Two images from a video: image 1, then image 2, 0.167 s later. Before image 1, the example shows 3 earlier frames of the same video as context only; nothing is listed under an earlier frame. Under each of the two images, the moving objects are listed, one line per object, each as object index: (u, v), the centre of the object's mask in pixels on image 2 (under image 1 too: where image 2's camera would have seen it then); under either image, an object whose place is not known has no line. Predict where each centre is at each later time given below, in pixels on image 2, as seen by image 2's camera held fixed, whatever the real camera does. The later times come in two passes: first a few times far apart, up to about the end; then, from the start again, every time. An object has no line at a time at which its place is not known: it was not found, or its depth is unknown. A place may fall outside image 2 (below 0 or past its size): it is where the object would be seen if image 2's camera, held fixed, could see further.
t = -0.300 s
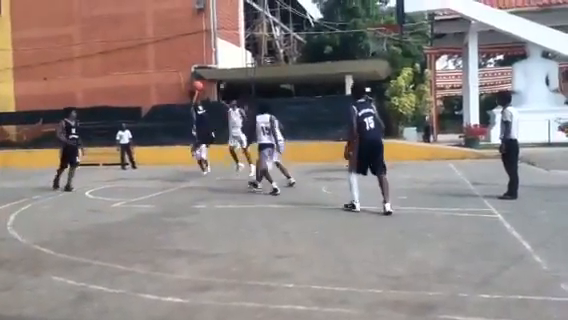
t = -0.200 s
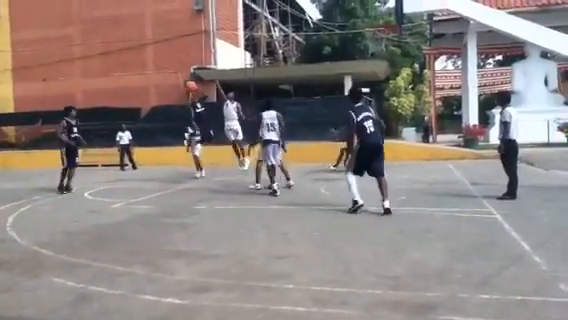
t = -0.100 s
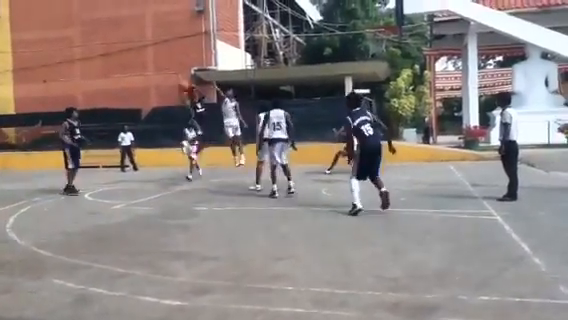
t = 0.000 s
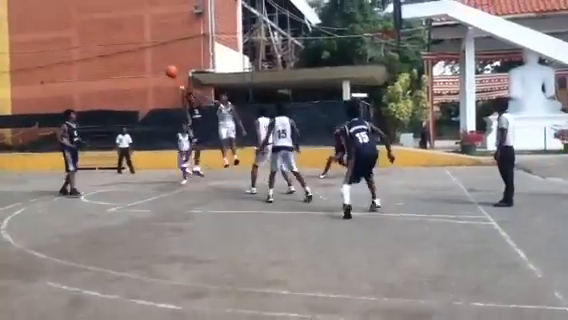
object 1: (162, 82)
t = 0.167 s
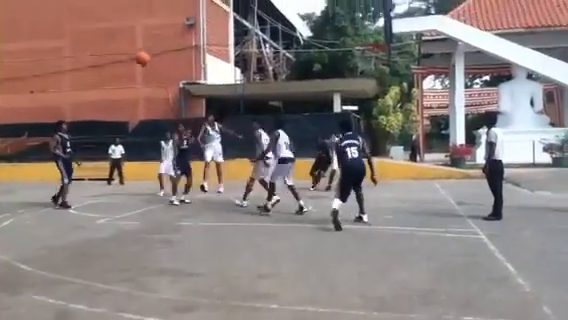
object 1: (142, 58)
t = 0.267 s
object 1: (128, 49)
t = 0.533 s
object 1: (79, 54)
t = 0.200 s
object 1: (137, 55)
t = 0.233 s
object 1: (133, 52)
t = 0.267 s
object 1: (128, 49)
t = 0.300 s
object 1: (122, 47)
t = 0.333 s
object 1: (118, 46)
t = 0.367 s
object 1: (112, 46)
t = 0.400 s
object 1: (106, 46)
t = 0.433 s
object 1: (100, 46)
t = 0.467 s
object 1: (93, 48)
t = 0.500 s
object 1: (86, 50)
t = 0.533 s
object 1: (79, 54)
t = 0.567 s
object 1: (71, 59)
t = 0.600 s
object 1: (63, 65)
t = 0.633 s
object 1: (54, 72)
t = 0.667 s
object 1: (44, 81)
